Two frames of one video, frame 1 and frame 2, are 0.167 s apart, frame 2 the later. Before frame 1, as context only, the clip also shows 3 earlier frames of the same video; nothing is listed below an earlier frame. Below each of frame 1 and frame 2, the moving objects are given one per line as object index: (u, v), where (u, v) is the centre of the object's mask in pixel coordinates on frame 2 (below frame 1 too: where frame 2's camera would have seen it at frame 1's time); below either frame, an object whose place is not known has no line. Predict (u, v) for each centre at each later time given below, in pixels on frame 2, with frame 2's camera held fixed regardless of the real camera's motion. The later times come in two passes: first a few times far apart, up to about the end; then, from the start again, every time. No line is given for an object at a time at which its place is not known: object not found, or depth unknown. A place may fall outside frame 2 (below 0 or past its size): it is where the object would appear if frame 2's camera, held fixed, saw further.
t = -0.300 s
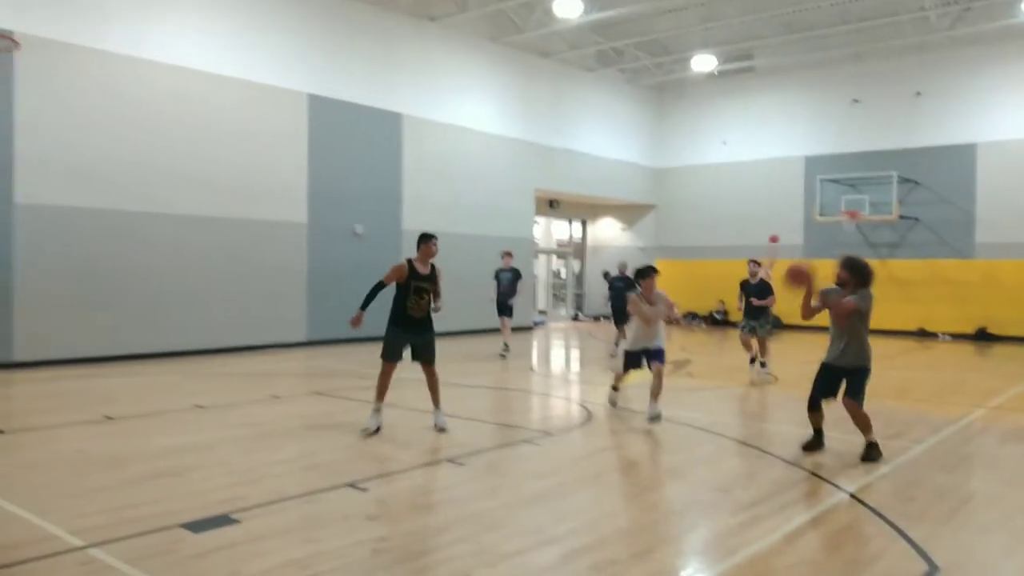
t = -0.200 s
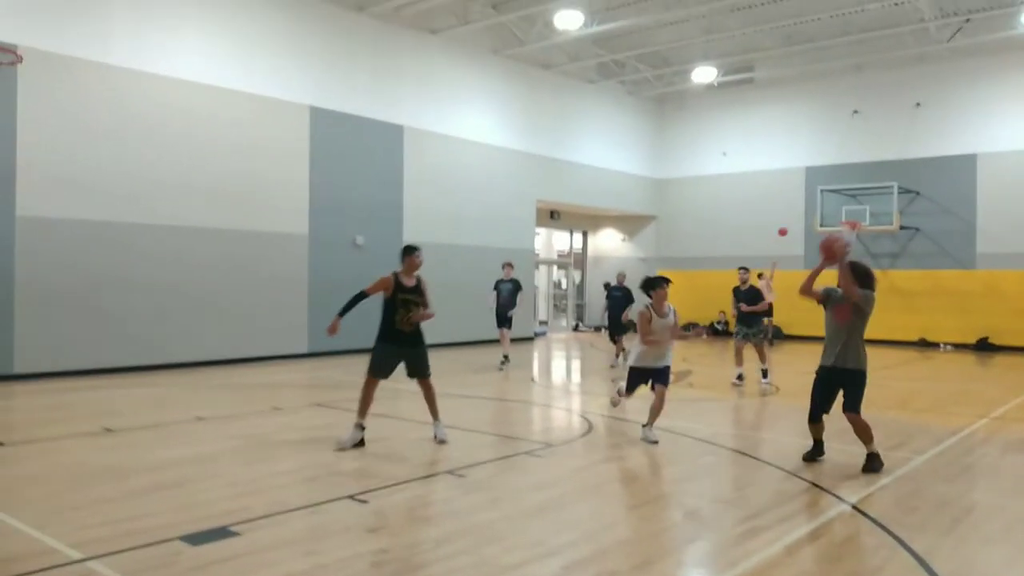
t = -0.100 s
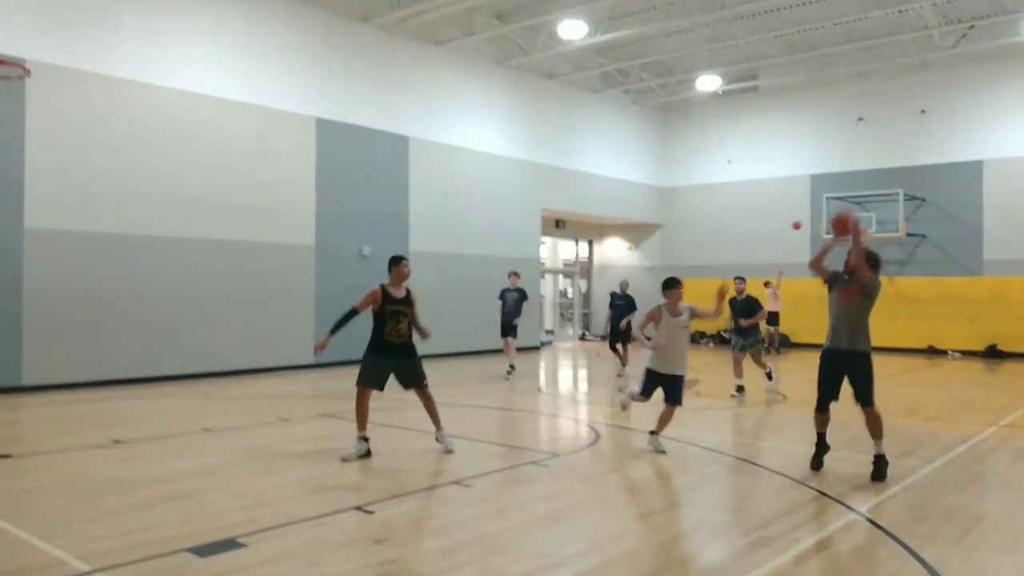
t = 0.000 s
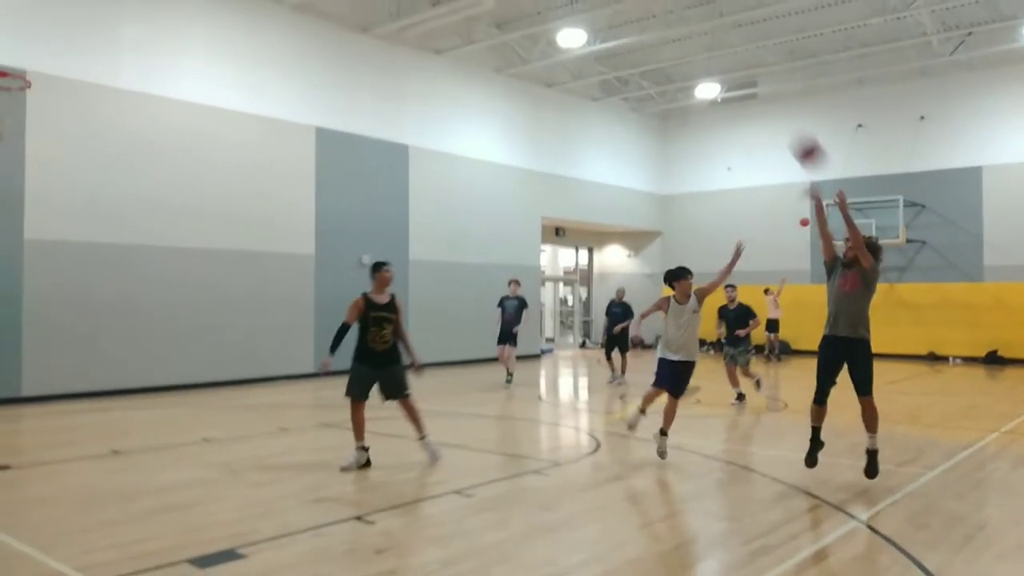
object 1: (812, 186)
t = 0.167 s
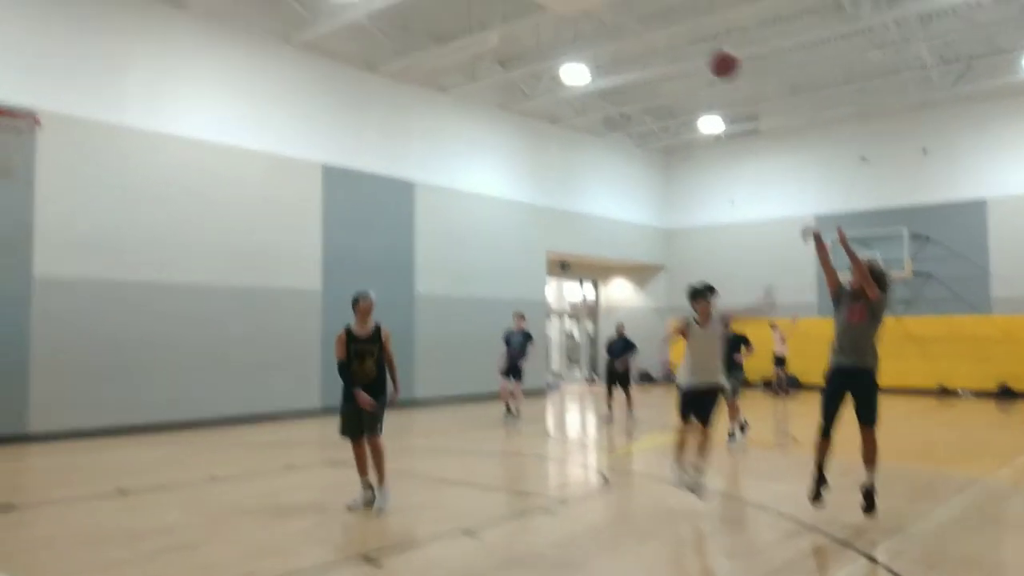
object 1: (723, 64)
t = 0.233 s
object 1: (687, 22)
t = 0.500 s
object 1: (543, -91)
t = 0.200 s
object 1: (705, 43)
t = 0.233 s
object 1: (687, 22)
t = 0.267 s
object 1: (669, 5)
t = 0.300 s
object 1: (651, -13)
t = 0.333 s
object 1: (634, -29)
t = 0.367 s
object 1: (616, -44)
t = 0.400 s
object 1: (597, -58)
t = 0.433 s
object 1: (580, -70)
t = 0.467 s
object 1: (562, -81)
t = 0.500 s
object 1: (543, -91)
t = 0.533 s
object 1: (525, -98)
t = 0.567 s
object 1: (506, -105)
